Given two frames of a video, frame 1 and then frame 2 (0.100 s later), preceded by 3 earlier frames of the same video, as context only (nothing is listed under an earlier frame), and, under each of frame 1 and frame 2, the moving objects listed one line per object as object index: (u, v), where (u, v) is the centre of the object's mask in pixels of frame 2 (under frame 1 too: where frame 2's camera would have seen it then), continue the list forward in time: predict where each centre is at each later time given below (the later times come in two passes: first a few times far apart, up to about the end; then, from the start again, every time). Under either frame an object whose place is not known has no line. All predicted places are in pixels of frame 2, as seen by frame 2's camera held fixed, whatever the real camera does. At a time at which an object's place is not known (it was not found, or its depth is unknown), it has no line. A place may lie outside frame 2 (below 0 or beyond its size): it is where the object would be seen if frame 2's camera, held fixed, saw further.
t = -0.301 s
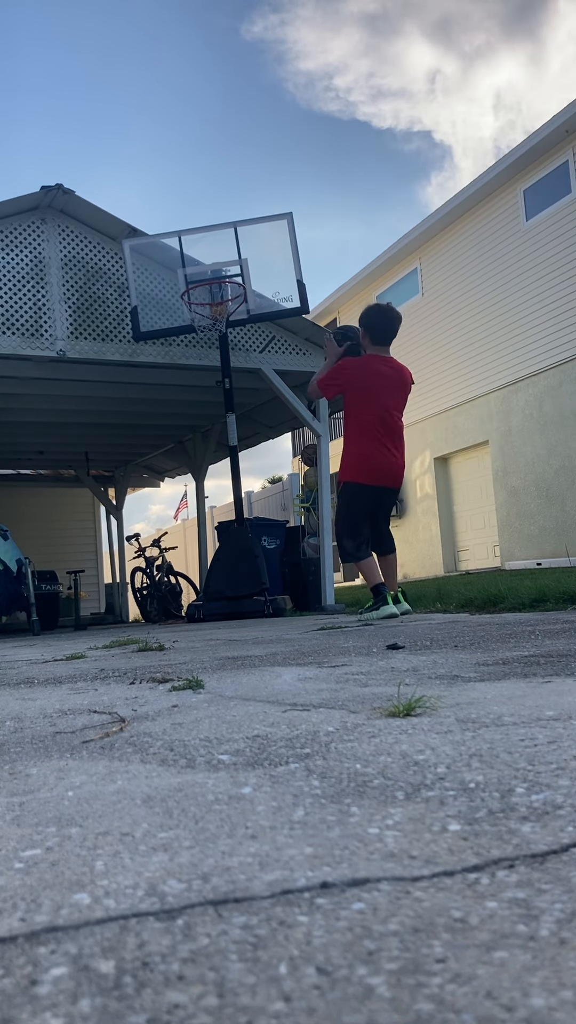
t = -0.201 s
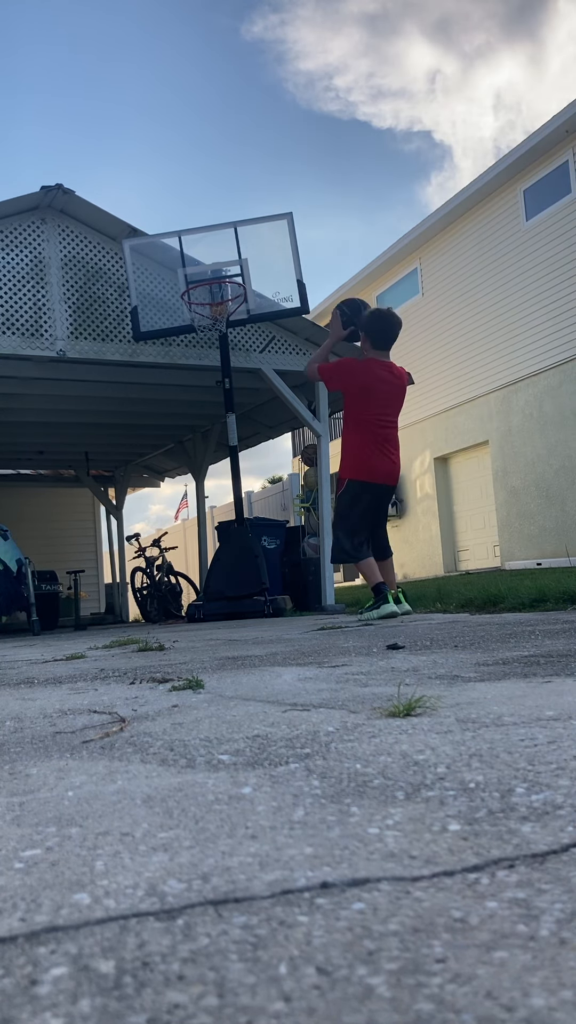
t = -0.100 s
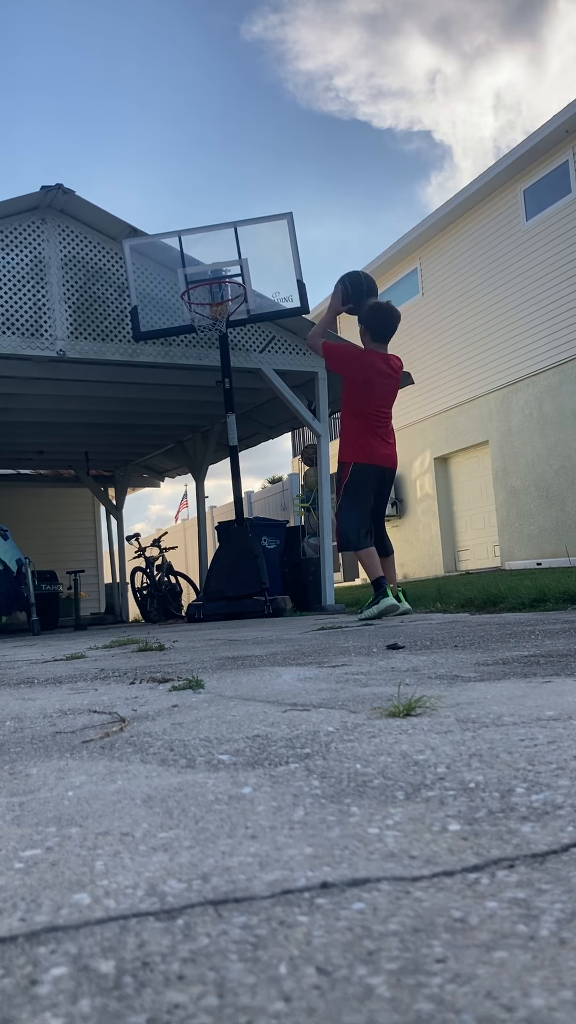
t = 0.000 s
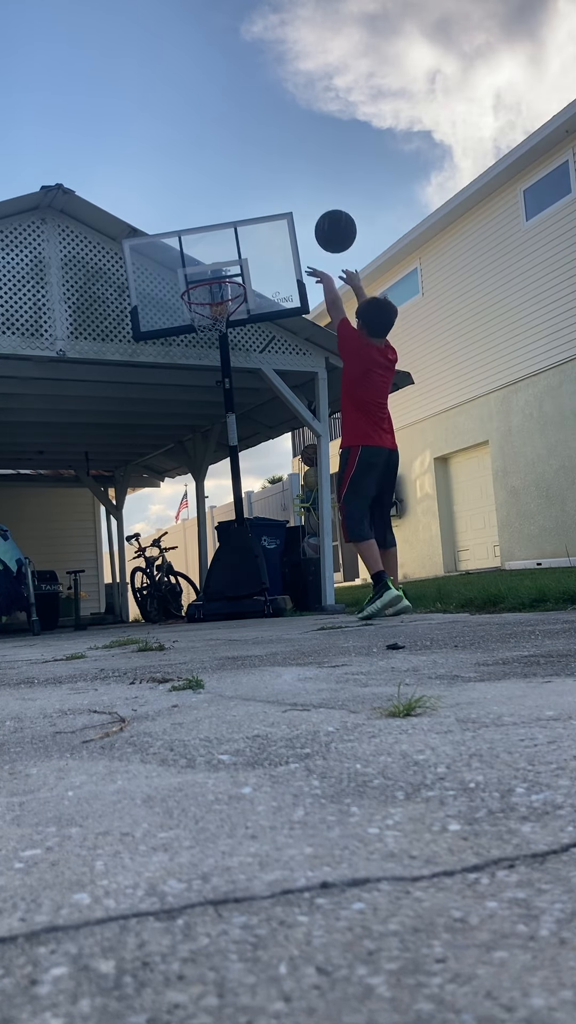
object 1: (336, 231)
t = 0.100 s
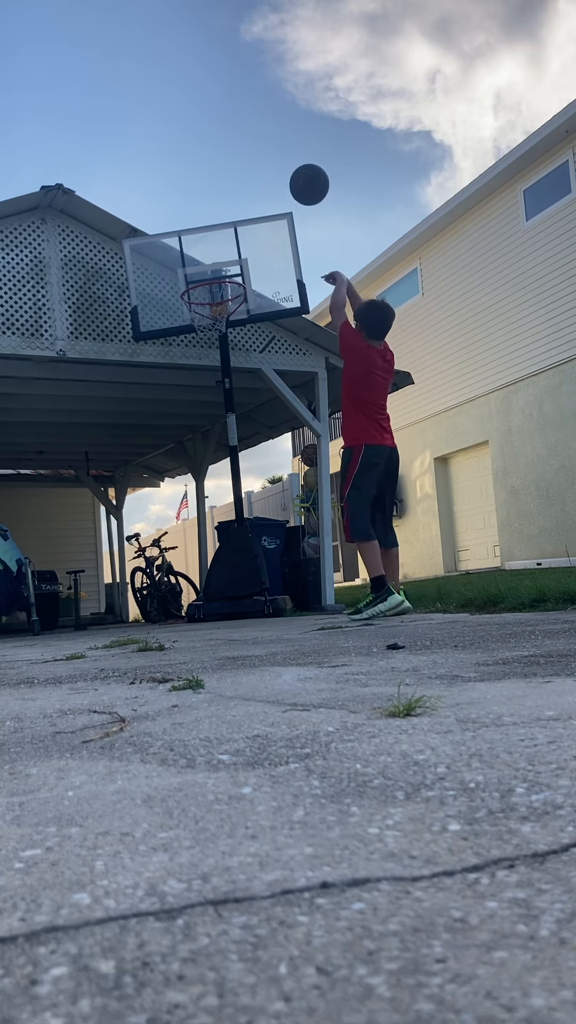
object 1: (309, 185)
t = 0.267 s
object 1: (273, 151)
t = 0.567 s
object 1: (228, 196)
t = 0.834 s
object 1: (198, 276)
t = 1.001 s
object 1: (184, 255)
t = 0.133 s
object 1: (301, 174)
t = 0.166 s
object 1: (294, 165)
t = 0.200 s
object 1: (287, 159)
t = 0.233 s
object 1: (280, 154)
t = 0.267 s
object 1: (273, 151)
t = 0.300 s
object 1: (267, 150)
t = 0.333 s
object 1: (261, 151)
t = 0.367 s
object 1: (256, 153)
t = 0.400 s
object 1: (251, 157)
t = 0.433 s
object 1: (246, 162)
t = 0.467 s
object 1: (241, 169)
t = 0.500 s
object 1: (236, 177)
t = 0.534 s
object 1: (232, 186)
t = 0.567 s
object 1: (228, 196)
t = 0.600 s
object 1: (224, 208)
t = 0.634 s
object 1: (220, 220)
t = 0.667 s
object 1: (216, 234)
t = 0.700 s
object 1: (213, 249)
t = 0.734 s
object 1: (210, 265)
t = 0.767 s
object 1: (206, 281)
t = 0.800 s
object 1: (205, 288)
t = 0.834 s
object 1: (198, 276)
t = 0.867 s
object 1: (196, 272)
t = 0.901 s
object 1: (193, 267)
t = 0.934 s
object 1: (190, 261)
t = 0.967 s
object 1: (187, 258)
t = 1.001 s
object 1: (184, 255)
